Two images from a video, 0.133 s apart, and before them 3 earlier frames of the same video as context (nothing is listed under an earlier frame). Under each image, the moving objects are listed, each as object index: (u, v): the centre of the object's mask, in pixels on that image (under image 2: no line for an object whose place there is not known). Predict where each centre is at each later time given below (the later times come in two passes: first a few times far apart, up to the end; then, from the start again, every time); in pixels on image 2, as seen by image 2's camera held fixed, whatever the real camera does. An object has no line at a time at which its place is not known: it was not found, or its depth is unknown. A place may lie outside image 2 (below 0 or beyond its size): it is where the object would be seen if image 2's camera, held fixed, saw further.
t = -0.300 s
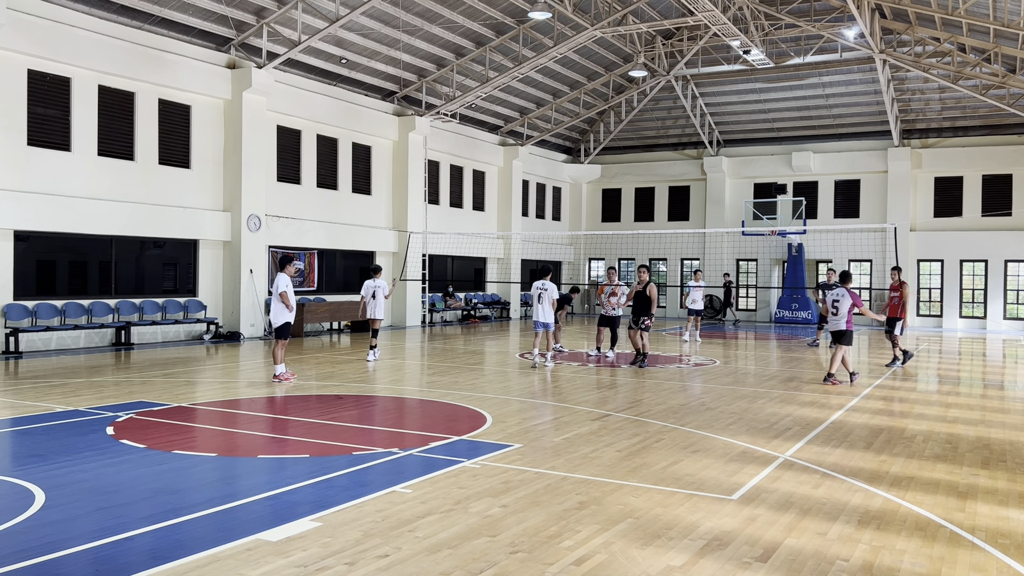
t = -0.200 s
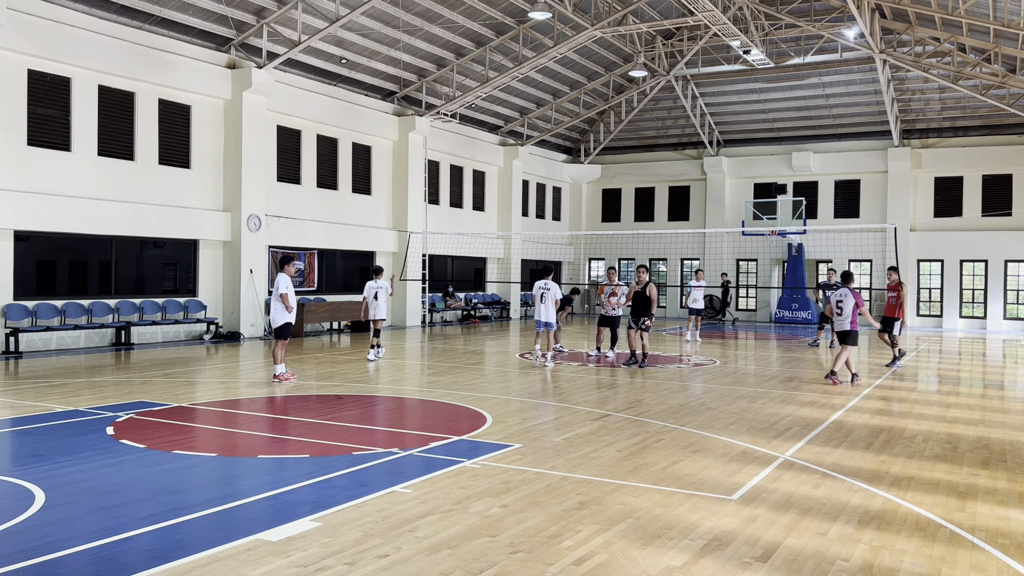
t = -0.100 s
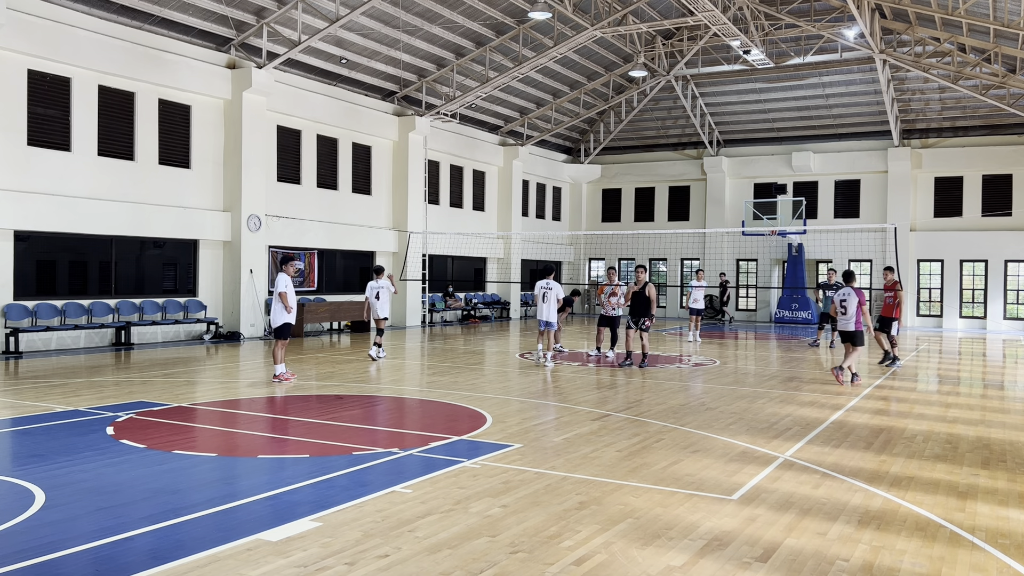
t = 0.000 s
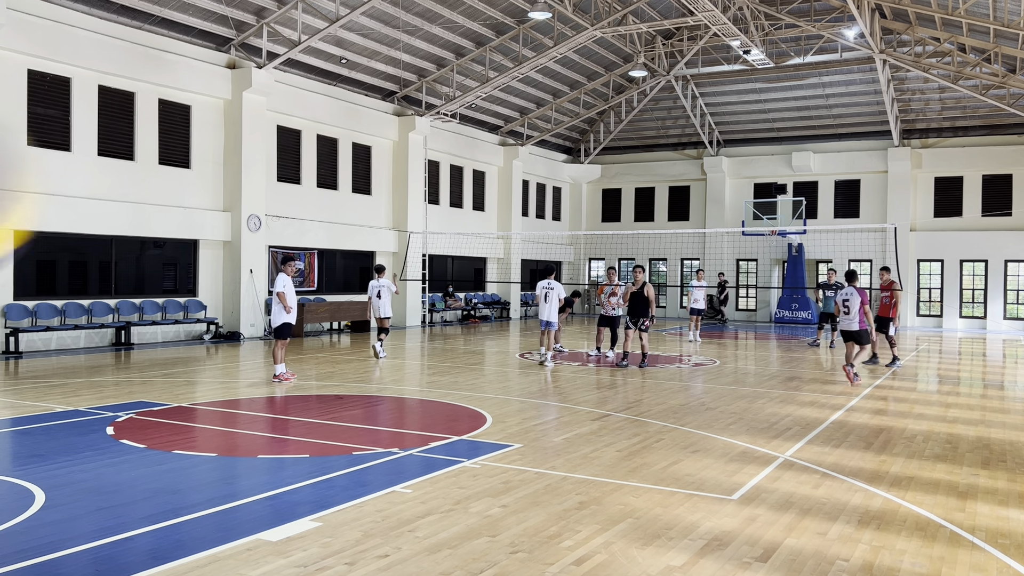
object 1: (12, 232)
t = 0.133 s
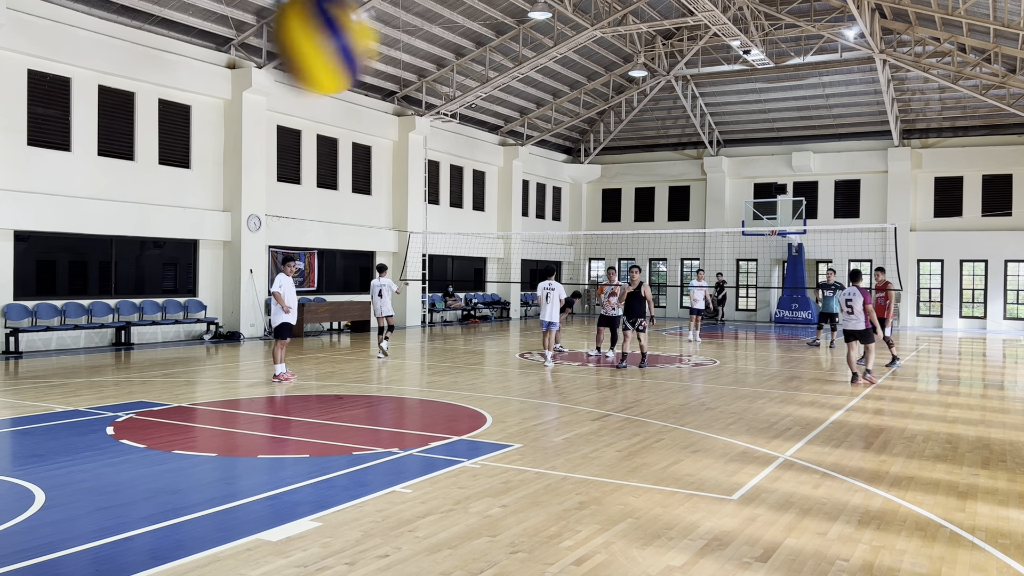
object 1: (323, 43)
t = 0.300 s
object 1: (479, 55)
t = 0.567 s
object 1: (567, 175)
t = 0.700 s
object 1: (589, 249)
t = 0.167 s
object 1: (370, 39)
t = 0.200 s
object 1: (405, 37)
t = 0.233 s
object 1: (433, 37)
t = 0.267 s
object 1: (457, 43)
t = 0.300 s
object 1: (479, 55)
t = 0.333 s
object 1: (495, 66)
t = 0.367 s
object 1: (509, 79)
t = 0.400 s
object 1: (521, 92)
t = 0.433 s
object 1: (532, 108)
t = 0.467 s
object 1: (543, 123)
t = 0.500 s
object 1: (552, 140)
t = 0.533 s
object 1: (559, 157)
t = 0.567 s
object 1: (567, 175)
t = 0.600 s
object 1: (573, 193)
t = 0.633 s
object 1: (579, 212)
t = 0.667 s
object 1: (585, 231)
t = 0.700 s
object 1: (589, 249)
